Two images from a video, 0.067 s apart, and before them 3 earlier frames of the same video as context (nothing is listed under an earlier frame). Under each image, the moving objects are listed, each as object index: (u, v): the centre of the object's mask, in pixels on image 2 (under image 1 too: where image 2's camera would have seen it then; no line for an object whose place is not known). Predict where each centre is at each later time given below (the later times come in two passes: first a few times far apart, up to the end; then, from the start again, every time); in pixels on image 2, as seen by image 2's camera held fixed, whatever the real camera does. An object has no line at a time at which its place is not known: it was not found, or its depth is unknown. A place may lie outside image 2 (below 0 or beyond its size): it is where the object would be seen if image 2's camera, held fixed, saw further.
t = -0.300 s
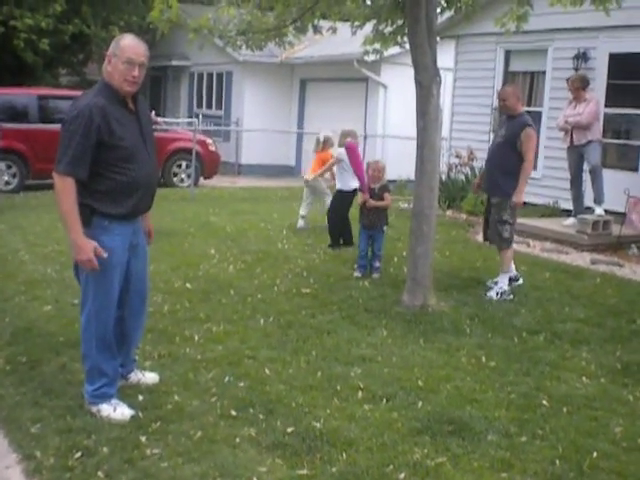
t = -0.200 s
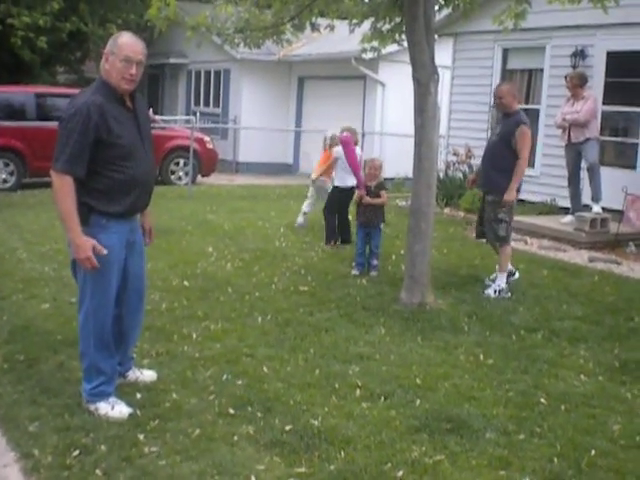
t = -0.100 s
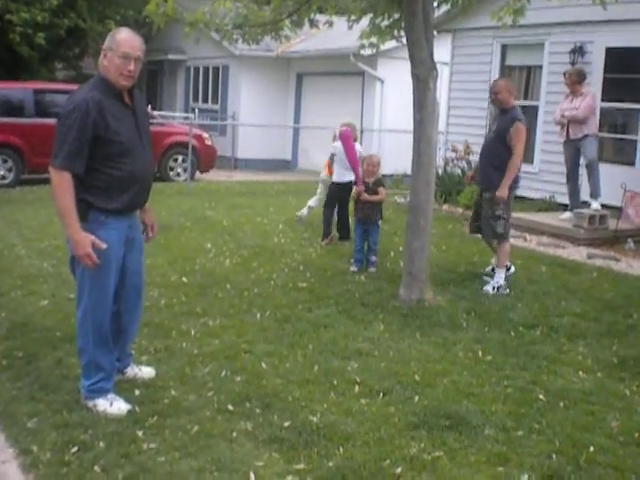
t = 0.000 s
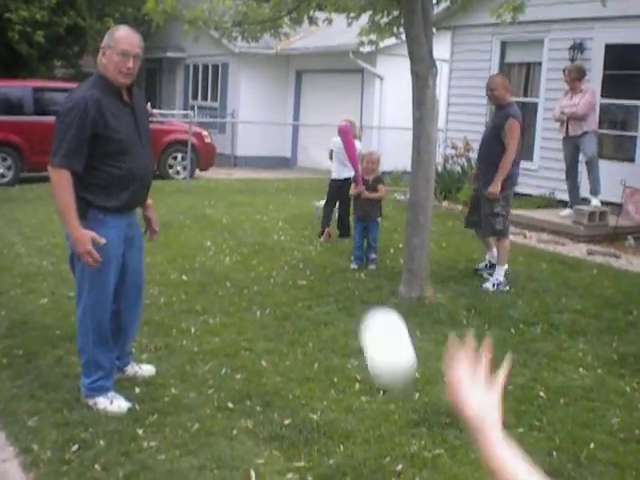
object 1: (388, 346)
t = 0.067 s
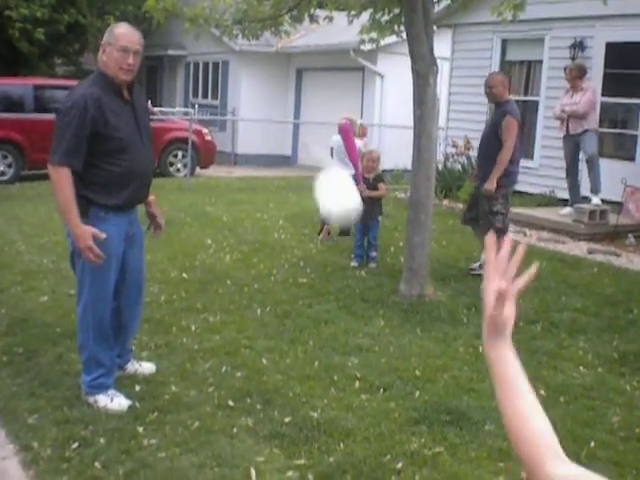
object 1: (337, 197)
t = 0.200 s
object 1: (267, 48)
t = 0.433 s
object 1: (194, 26)
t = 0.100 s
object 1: (316, 143)
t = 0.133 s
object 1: (298, 101)
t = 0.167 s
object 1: (282, 70)
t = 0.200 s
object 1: (267, 48)
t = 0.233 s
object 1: (253, 30)
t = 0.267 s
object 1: (241, 21)
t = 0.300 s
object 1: (230, 17)
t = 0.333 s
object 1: (220, 16)
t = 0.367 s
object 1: (210, 16)
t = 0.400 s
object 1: (202, 19)
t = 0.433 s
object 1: (194, 26)
